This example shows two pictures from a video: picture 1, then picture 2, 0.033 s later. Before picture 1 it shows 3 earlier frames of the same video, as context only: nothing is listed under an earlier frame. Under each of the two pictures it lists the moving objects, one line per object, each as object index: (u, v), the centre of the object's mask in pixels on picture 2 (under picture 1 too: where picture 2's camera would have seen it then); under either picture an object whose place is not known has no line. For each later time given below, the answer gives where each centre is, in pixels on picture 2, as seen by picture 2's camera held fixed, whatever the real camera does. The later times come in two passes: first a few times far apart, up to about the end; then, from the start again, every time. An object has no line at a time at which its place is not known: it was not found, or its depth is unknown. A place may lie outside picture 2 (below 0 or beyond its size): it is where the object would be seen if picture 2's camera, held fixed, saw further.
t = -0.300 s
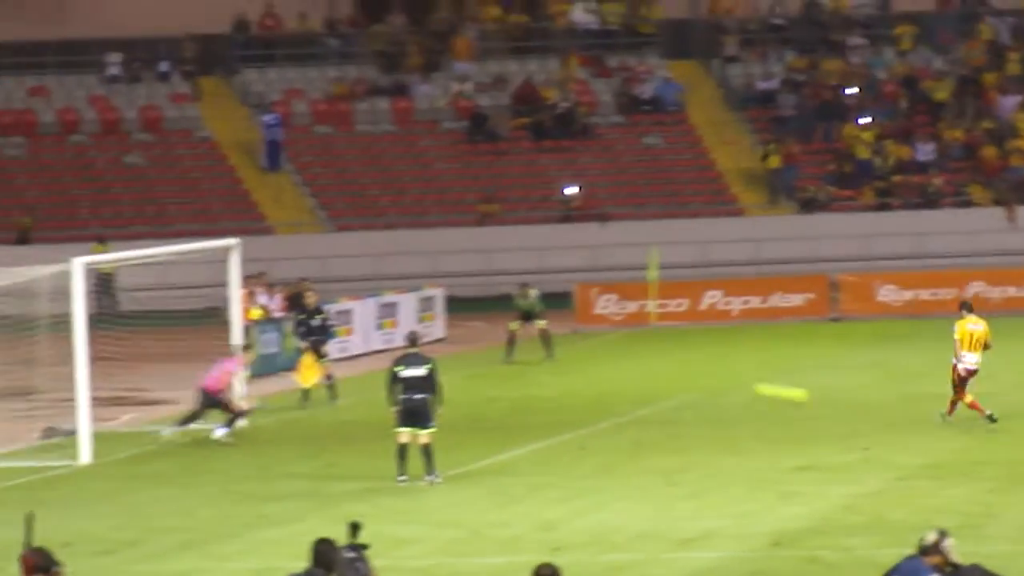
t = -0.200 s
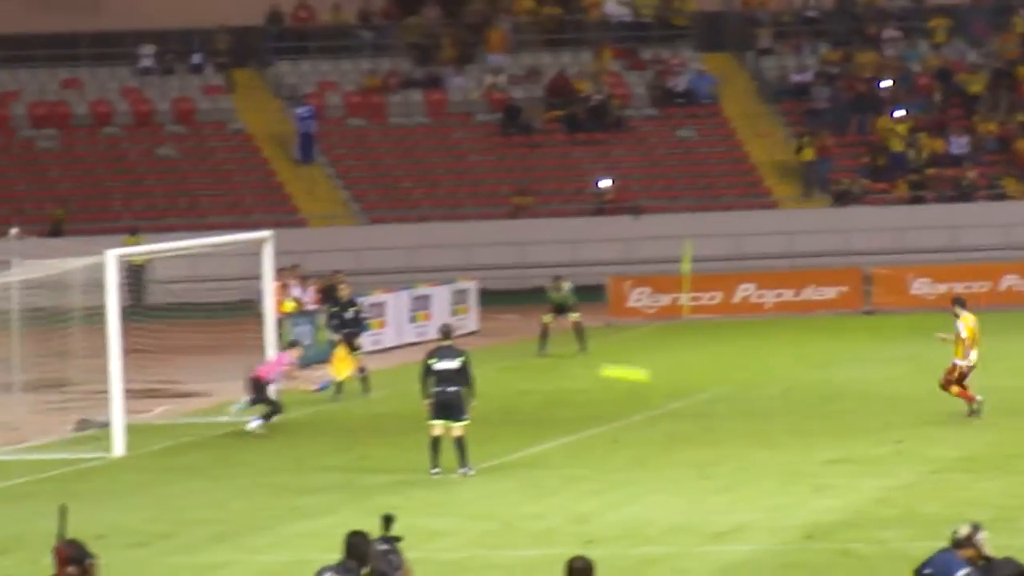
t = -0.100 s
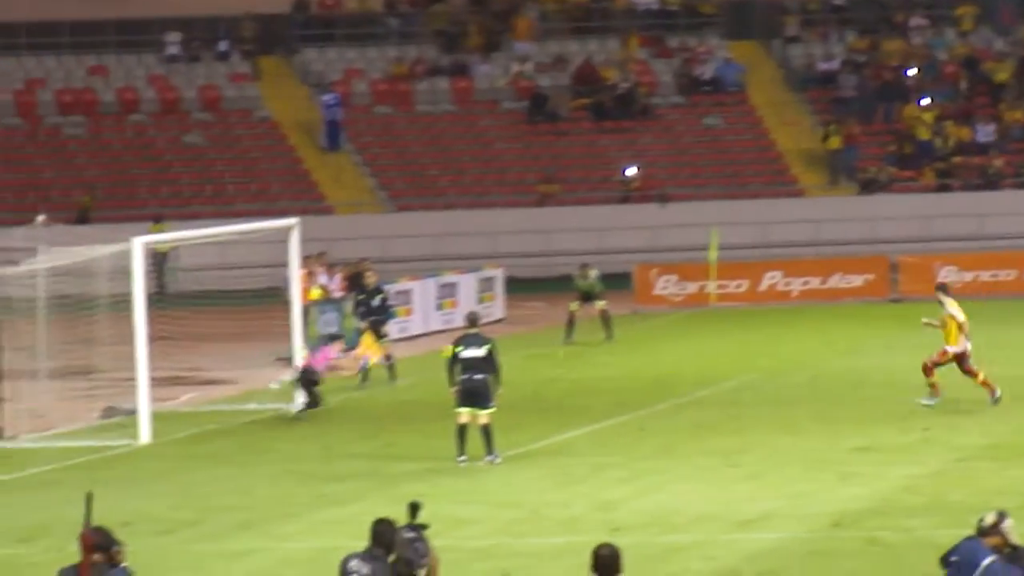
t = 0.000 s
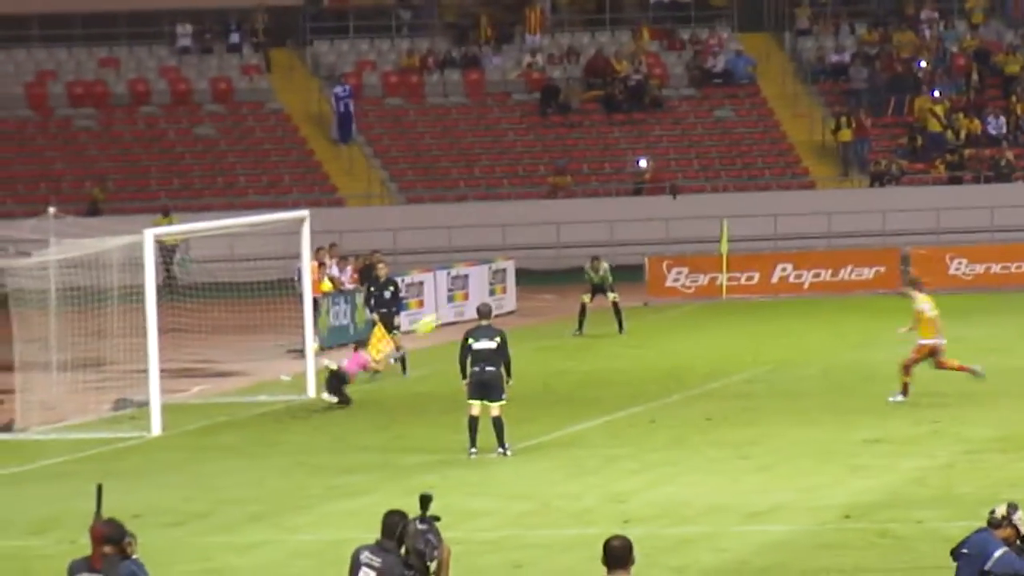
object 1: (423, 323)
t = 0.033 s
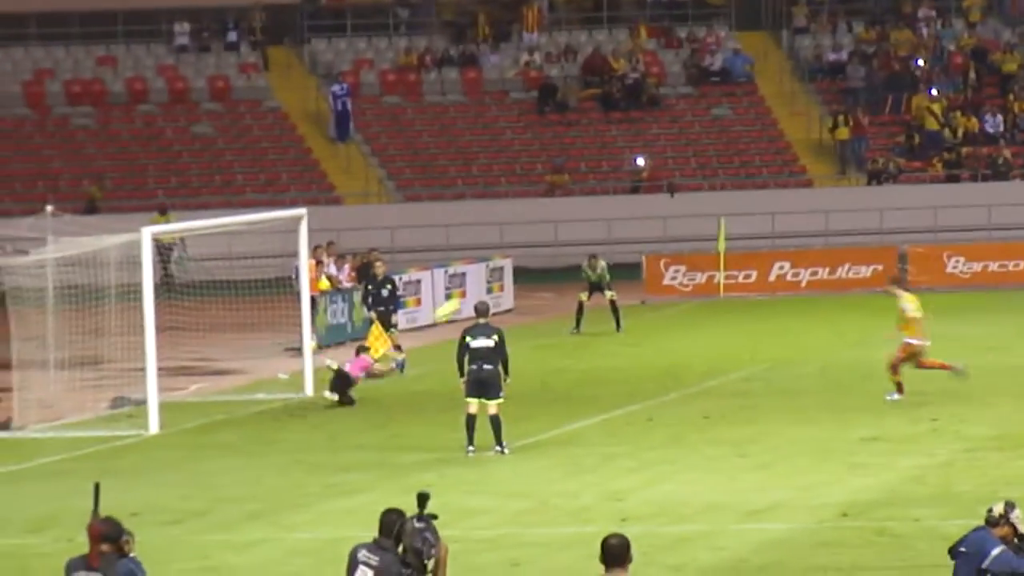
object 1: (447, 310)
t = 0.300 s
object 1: (628, 242)
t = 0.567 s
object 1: (801, 226)
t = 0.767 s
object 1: (922, 247)
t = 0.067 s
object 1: (471, 297)
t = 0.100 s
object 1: (492, 289)
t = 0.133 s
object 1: (519, 277)
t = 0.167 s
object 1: (539, 269)
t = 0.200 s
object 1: (562, 261)
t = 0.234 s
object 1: (584, 253)
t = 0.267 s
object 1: (607, 247)
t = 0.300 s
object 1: (628, 242)
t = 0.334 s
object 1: (650, 237)
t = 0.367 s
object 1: (673, 232)
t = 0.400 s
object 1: (695, 229)
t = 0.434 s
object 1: (717, 227)
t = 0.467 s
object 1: (737, 225)
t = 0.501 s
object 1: (759, 225)
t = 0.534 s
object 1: (780, 225)
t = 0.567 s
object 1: (801, 226)
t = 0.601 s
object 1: (822, 227)
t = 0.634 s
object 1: (841, 229)
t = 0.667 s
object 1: (863, 232)
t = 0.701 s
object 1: (884, 236)
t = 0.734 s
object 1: (904, 242)
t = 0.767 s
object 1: (922, 247)
